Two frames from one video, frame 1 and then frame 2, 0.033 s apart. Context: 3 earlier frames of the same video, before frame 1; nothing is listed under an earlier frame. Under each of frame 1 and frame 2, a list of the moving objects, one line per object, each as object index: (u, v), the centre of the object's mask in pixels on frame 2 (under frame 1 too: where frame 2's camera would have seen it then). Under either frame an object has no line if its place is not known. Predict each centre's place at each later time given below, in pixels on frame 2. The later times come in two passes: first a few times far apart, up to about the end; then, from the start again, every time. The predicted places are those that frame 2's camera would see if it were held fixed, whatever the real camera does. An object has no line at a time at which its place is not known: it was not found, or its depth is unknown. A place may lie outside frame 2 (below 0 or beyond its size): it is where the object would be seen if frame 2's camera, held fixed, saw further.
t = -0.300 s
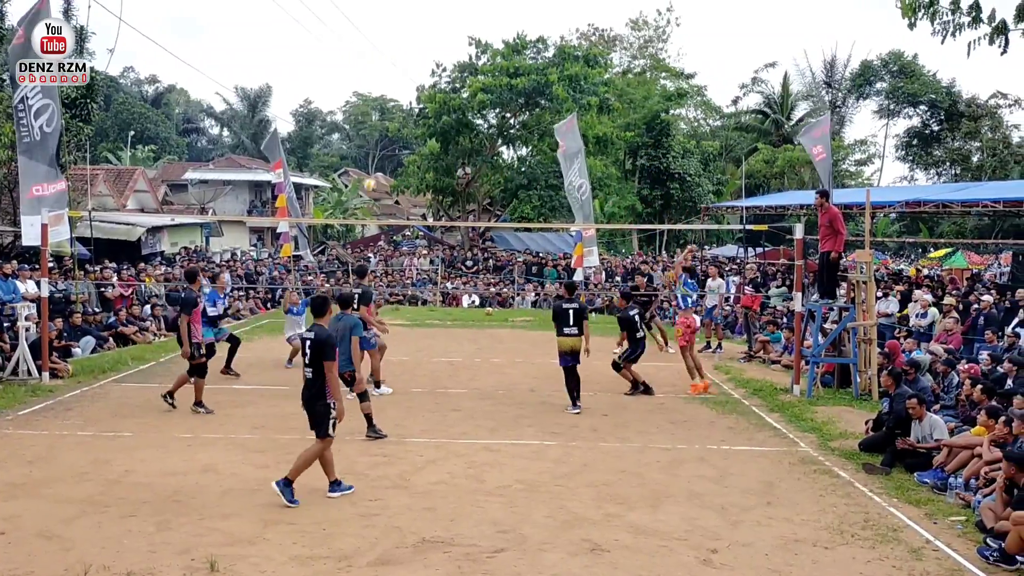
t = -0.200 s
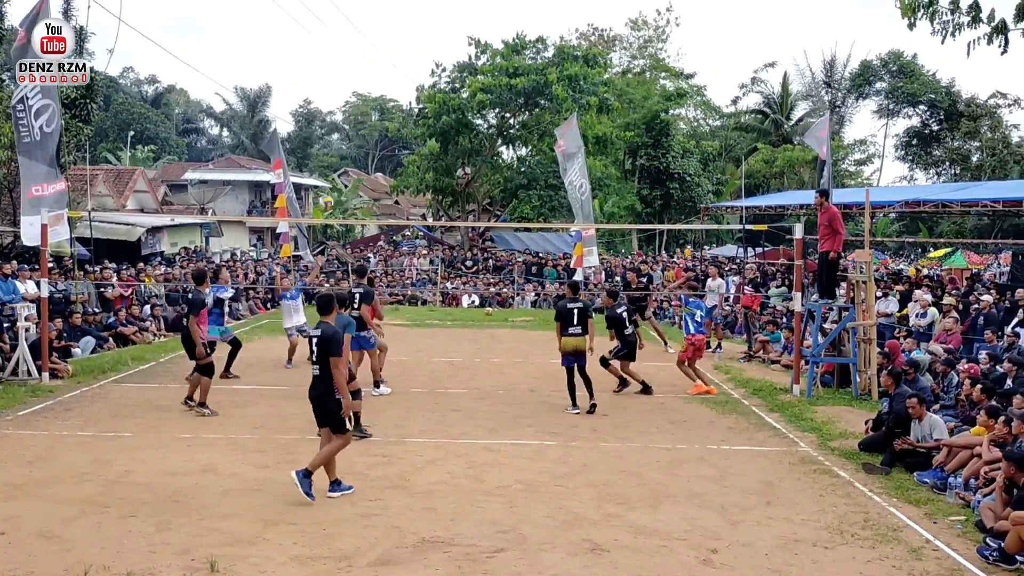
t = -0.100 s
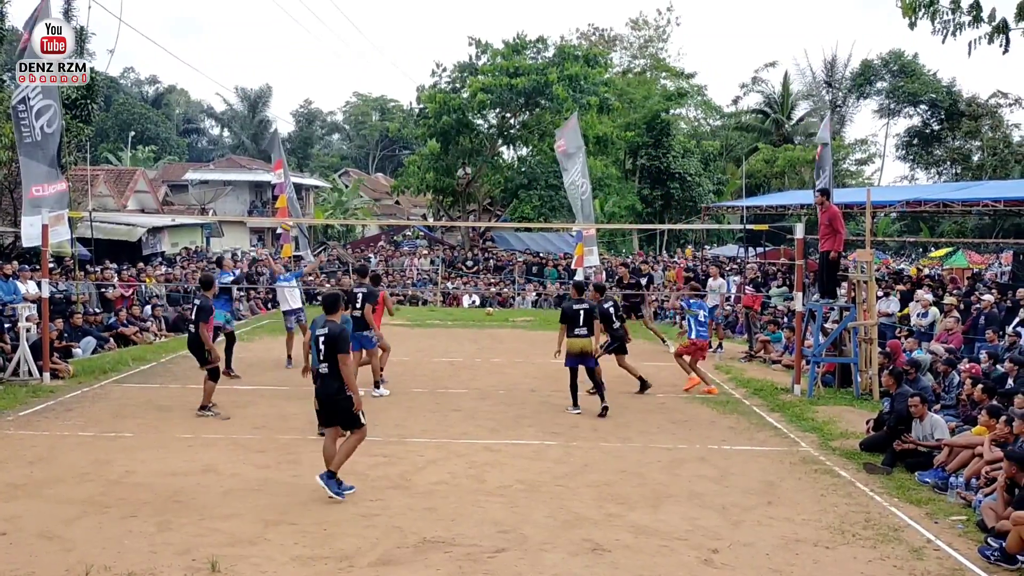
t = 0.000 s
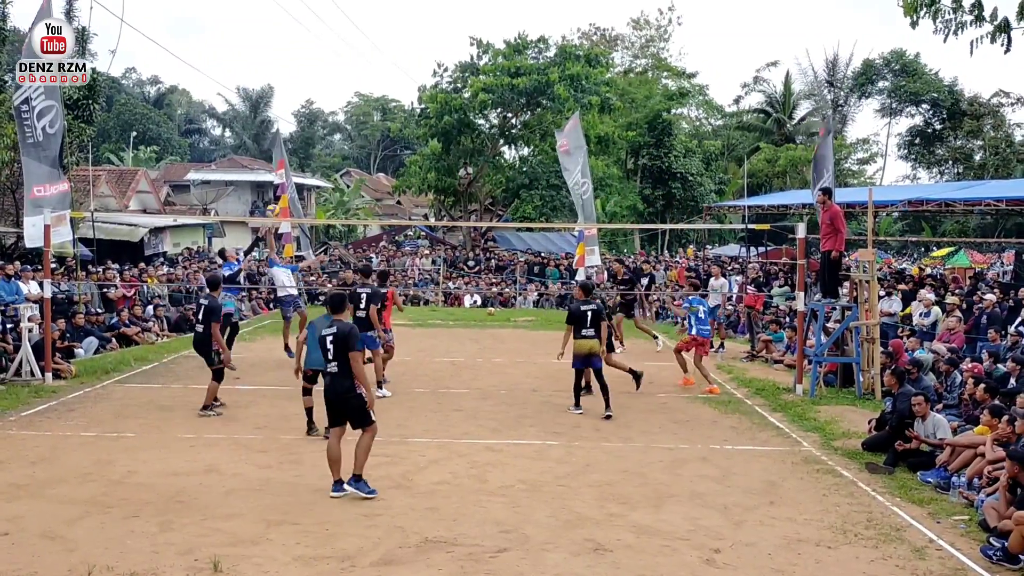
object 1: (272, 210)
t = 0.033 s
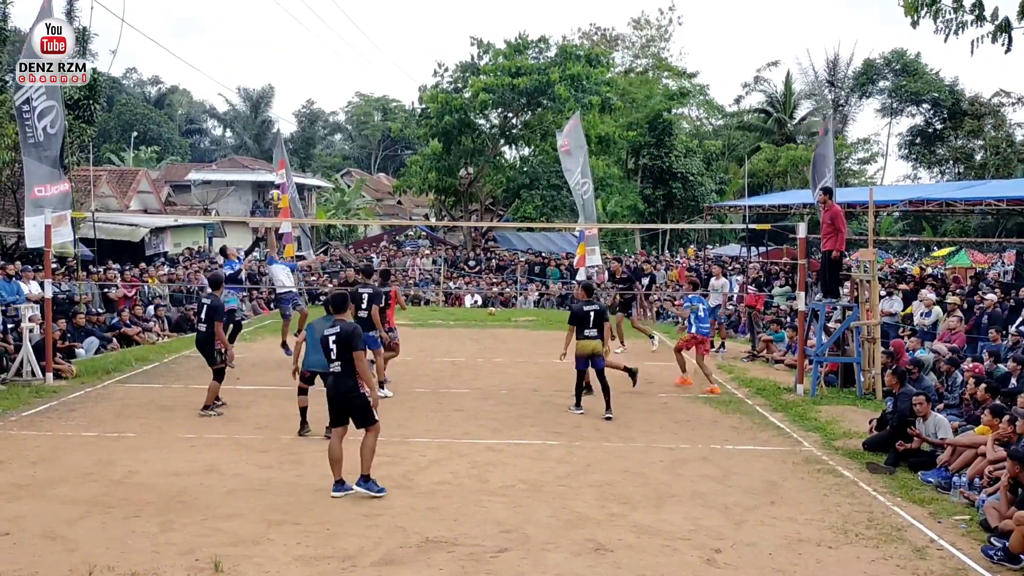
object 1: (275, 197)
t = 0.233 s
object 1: (285, 122)
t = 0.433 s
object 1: (294, 69)
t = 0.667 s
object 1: (305, 37)
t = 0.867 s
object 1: (314, 41)
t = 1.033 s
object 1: (322, 67)
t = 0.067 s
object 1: (278, 183)
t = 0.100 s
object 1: (279, 169)
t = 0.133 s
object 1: (280, 156)
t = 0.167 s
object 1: (282, 144)
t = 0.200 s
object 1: (282, 133)
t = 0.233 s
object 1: (285, 122)
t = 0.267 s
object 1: (287, 111)
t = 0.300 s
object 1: (288, 102)
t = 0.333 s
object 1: (289, 92)
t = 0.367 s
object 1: (291, 84)
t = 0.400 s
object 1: (292, 76)
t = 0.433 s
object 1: (294, 69)
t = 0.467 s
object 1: (295, 62)
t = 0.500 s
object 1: (297, 56)
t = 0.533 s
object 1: (298, 51)
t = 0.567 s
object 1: (300, 46)
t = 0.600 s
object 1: (301, 43)
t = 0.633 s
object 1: (303, 40)
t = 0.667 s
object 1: (305, 37)
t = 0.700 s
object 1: (306, 36)
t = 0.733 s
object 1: (308, 35)
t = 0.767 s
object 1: (309, 35)
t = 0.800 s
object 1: (310, 36)
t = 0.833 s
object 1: (312, 38)
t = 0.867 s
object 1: (314, 41)
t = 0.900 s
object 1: (315, 44)
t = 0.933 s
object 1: (317, 49)
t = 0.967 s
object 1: (319, 54)
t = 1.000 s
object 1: (320, 60)
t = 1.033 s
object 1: (322, 67)
